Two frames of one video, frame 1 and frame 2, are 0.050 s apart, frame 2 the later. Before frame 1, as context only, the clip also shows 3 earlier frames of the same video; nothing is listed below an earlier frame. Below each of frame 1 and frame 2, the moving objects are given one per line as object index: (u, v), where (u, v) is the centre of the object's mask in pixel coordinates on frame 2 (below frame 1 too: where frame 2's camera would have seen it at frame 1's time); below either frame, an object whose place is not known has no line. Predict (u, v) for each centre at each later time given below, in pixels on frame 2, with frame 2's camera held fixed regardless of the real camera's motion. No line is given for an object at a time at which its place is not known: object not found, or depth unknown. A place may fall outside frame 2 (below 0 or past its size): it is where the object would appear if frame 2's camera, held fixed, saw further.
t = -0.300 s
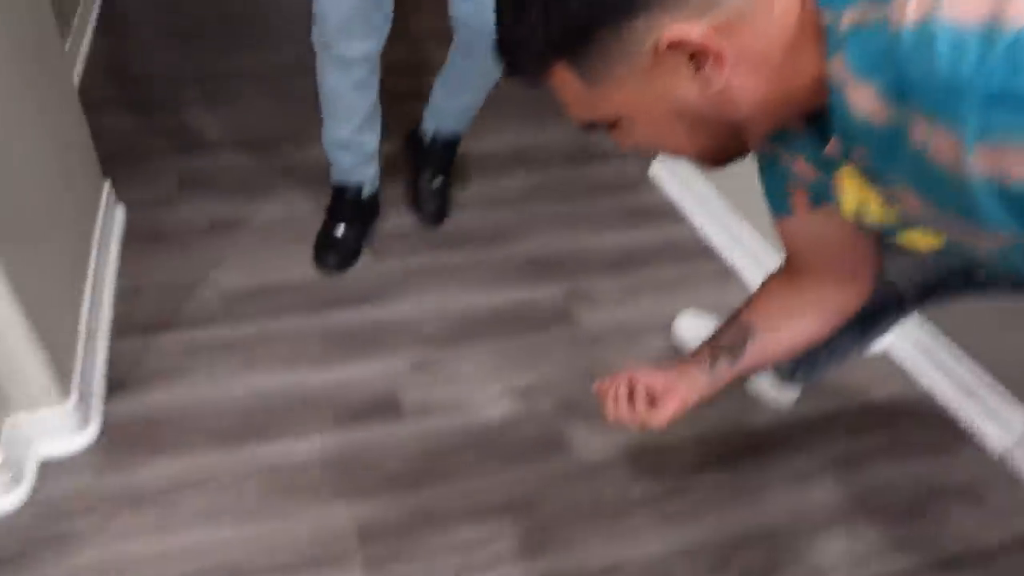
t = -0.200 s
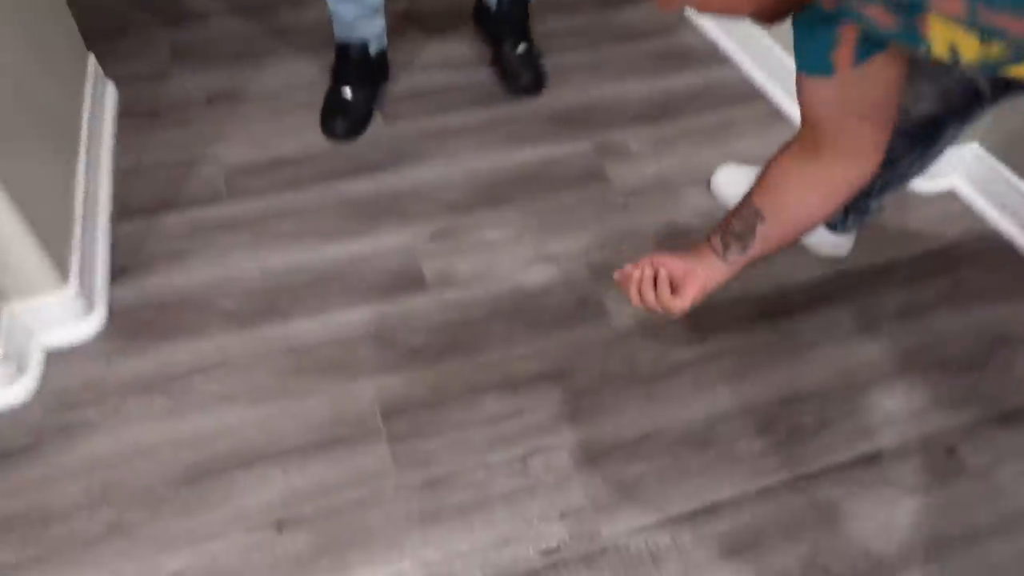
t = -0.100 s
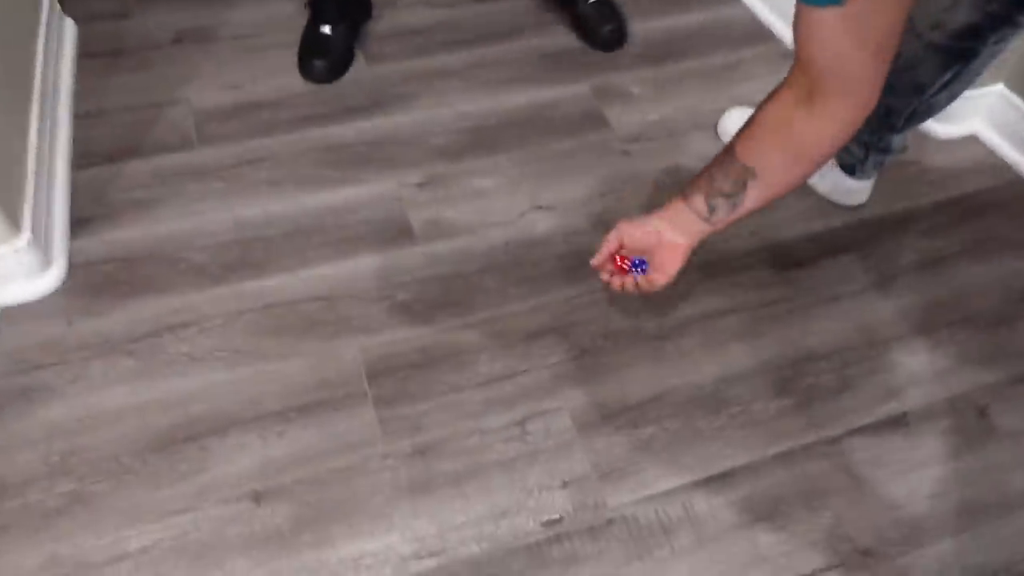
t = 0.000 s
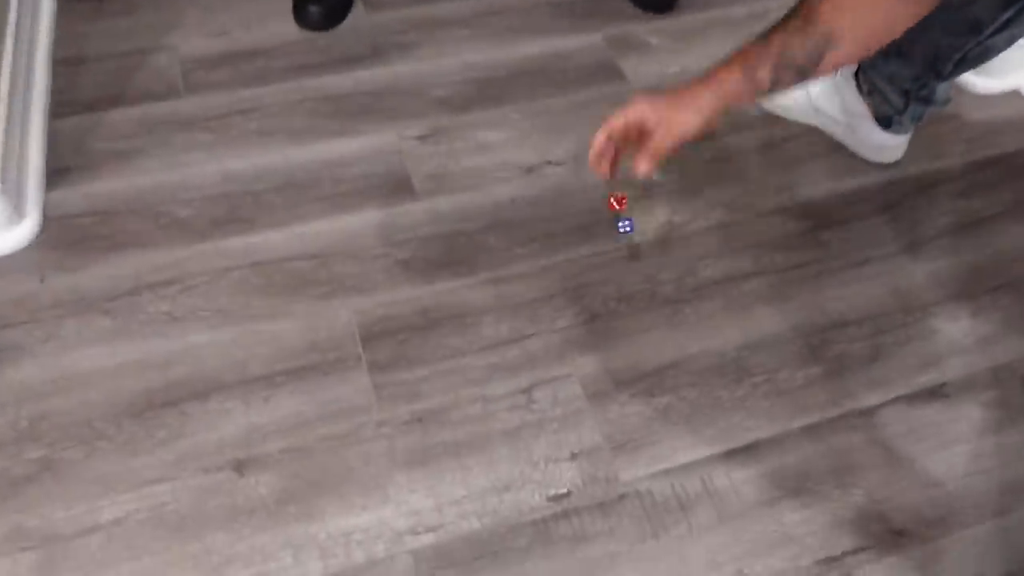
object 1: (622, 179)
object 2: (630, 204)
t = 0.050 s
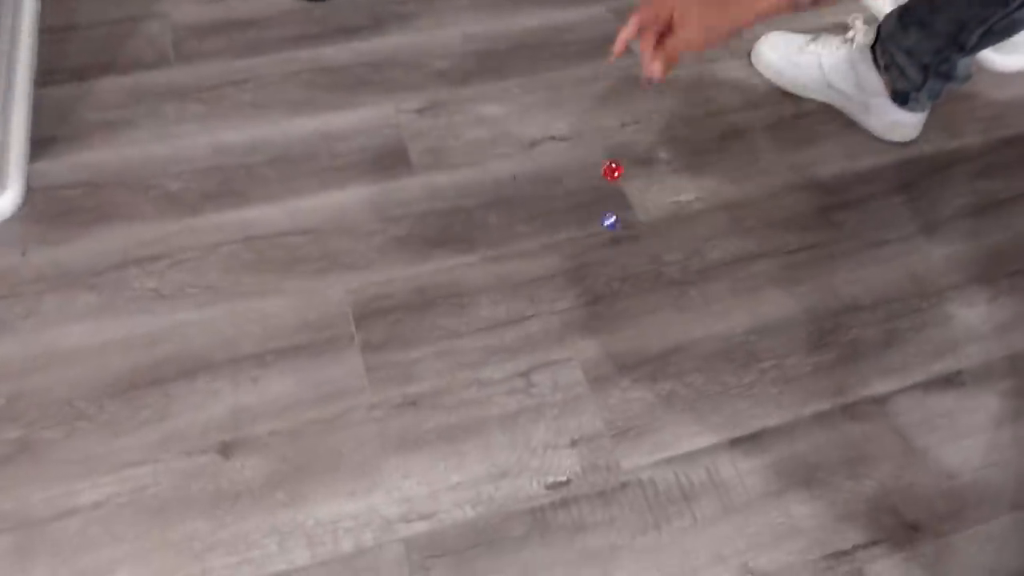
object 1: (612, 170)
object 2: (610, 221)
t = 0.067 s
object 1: (607, 171)
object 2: (603, 229)
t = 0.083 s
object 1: (603, 173)
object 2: (597, 240)
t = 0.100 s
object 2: (590, 244)
